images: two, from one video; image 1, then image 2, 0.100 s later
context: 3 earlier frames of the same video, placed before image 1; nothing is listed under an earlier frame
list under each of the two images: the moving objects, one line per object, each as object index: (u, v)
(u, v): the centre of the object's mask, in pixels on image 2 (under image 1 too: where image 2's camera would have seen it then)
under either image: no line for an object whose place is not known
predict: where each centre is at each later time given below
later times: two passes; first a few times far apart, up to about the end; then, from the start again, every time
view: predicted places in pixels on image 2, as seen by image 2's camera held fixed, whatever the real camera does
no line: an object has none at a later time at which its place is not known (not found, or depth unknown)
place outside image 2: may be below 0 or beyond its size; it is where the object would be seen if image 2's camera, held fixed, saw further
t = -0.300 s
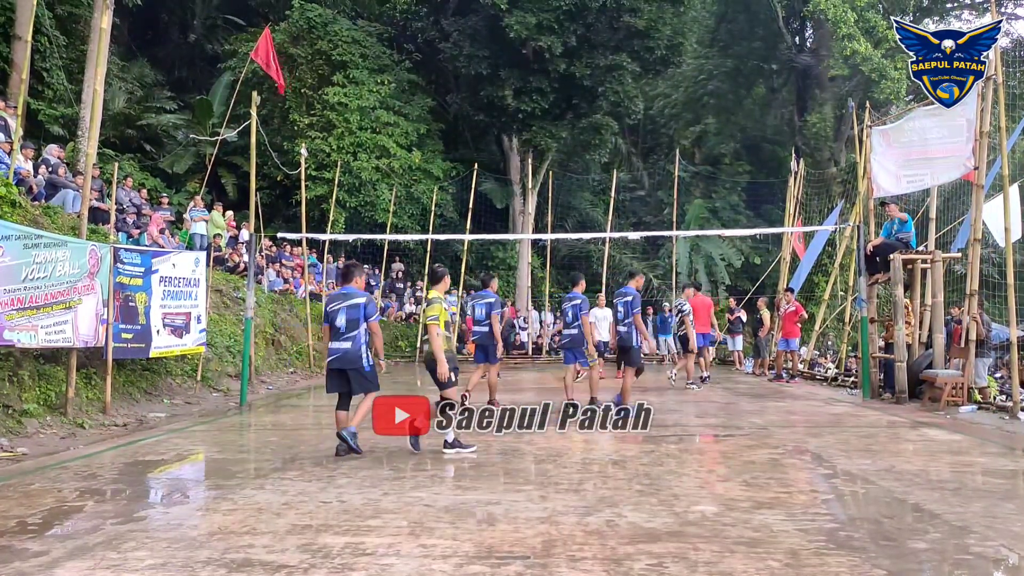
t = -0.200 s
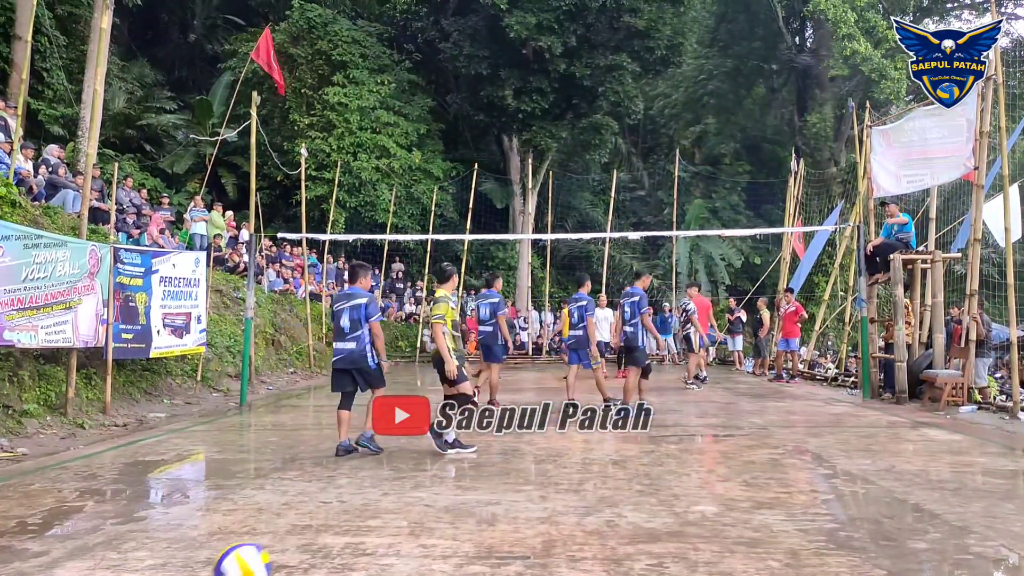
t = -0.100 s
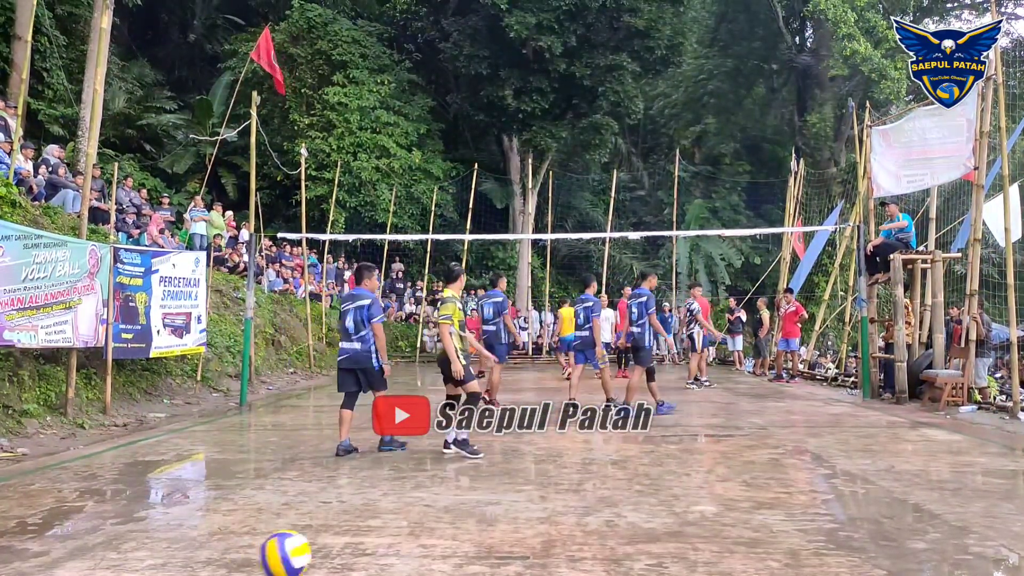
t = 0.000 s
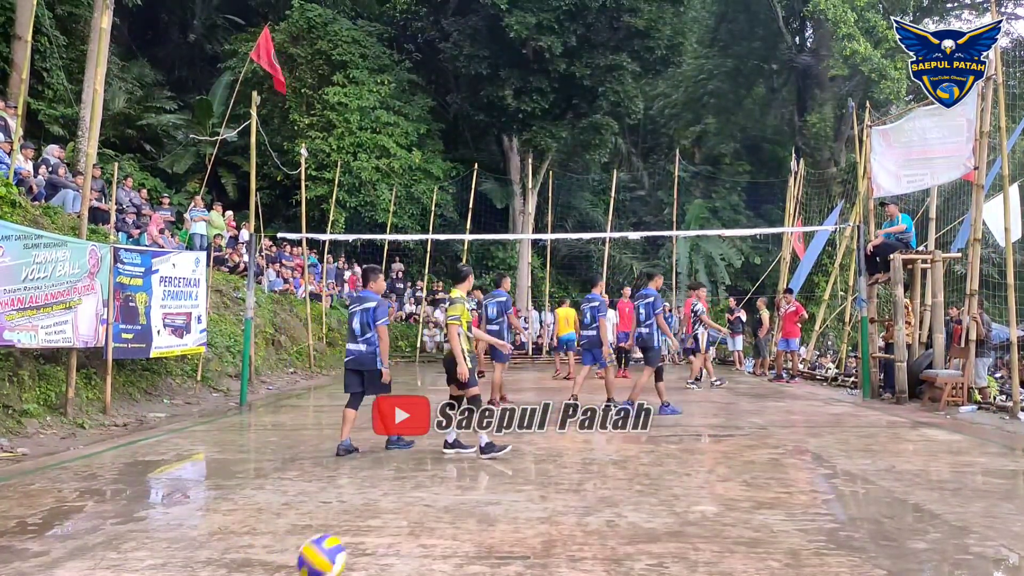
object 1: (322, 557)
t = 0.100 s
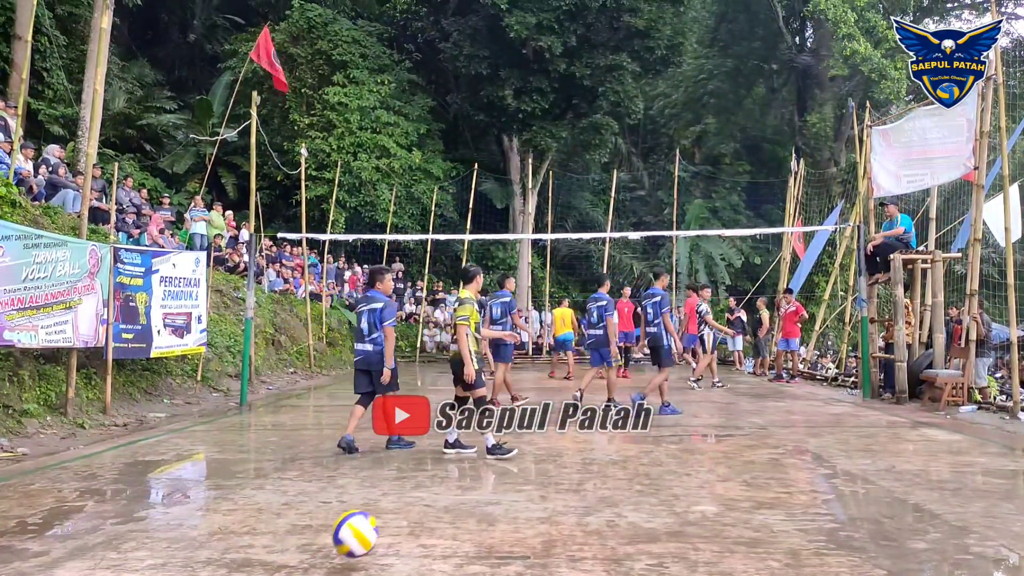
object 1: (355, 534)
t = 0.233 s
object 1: (395, 534)
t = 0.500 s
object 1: (461, 507)
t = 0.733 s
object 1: (507, 493)
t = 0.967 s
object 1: (544, 480)
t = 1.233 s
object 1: (578, 469)
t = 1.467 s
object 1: (604, 459)
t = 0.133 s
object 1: (365, 531)
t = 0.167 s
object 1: (376, 529)
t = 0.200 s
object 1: (386, 531)
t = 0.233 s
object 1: (395, 534)
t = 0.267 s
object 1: (404, 526)
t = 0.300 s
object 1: (413, 519)
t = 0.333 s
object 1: (422, 515)
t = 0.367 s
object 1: (430, 512)
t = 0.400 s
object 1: (438, 512)
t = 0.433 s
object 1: (446, 514)
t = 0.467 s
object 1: (454, 513)
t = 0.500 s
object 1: (461, 507)
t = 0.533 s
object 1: (469, 502)
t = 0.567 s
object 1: (475, 500)
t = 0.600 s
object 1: (482, 500)
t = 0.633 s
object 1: (488, 501)
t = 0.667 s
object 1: (494, 499)
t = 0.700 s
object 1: (501, 495)
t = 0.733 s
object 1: (507, 493)
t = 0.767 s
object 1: (512, 493)
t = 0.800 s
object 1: (518, 489)
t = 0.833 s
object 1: (524, 486)
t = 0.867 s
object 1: (529, 485)
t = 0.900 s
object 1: (534, 484)
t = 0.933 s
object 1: (539, 481)
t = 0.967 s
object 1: (544, 480)
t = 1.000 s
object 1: (548, 479)
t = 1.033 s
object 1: (553, 476)
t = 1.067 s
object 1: (558, 476)
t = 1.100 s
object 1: (562, 473)
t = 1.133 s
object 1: (566, 472)
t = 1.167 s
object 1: (571, 471)
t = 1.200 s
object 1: (574, 469)
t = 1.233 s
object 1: (578, 469)
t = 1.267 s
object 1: (582, 467)
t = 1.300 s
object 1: (586, 466)
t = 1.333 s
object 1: (590, 464)
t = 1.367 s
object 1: (593, 464)
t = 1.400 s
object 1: (597, 462)
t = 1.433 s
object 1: (600, 460)
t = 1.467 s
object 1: (604, 459)
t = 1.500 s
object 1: (608, 458)
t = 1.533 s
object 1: (611, 457)
